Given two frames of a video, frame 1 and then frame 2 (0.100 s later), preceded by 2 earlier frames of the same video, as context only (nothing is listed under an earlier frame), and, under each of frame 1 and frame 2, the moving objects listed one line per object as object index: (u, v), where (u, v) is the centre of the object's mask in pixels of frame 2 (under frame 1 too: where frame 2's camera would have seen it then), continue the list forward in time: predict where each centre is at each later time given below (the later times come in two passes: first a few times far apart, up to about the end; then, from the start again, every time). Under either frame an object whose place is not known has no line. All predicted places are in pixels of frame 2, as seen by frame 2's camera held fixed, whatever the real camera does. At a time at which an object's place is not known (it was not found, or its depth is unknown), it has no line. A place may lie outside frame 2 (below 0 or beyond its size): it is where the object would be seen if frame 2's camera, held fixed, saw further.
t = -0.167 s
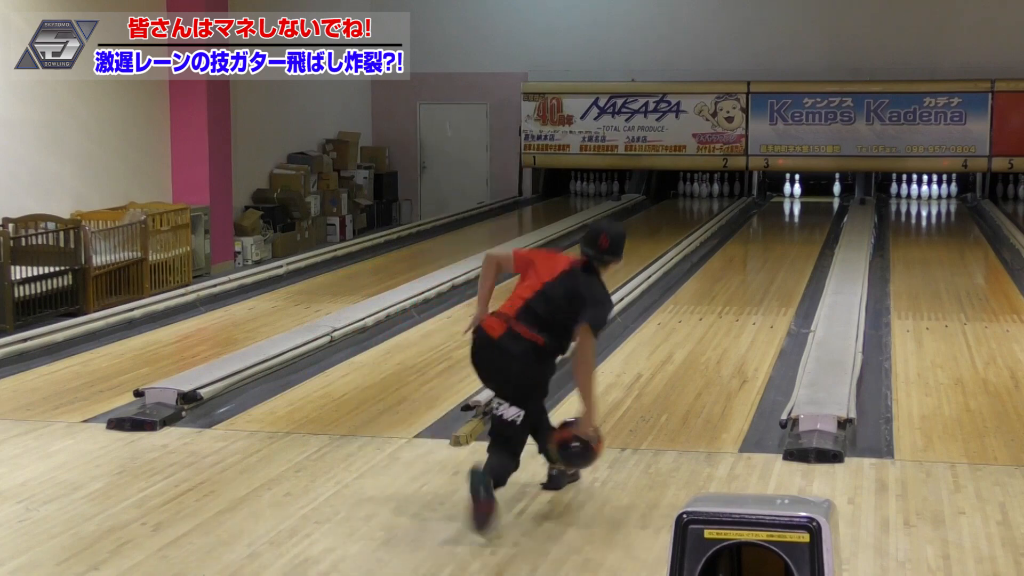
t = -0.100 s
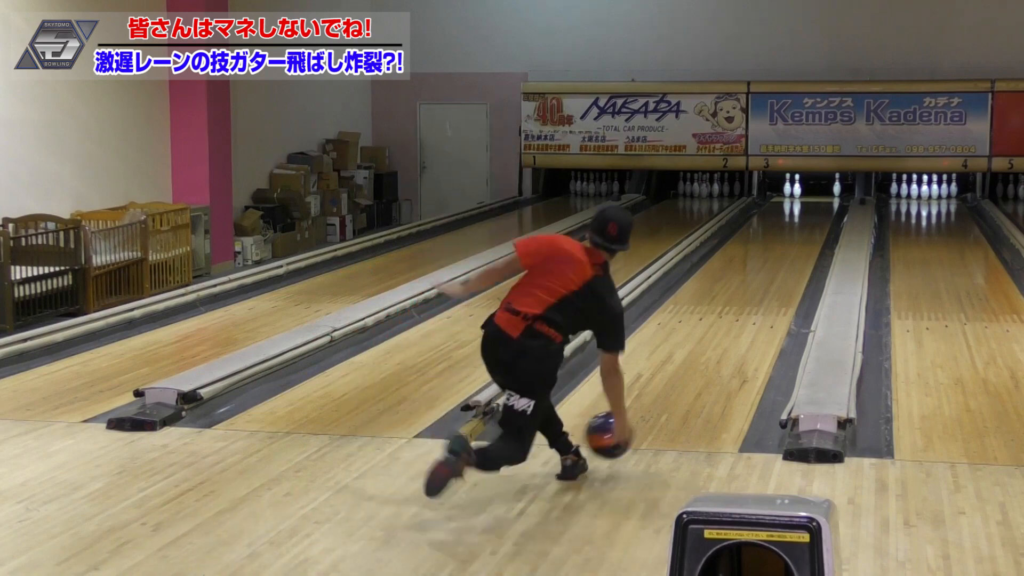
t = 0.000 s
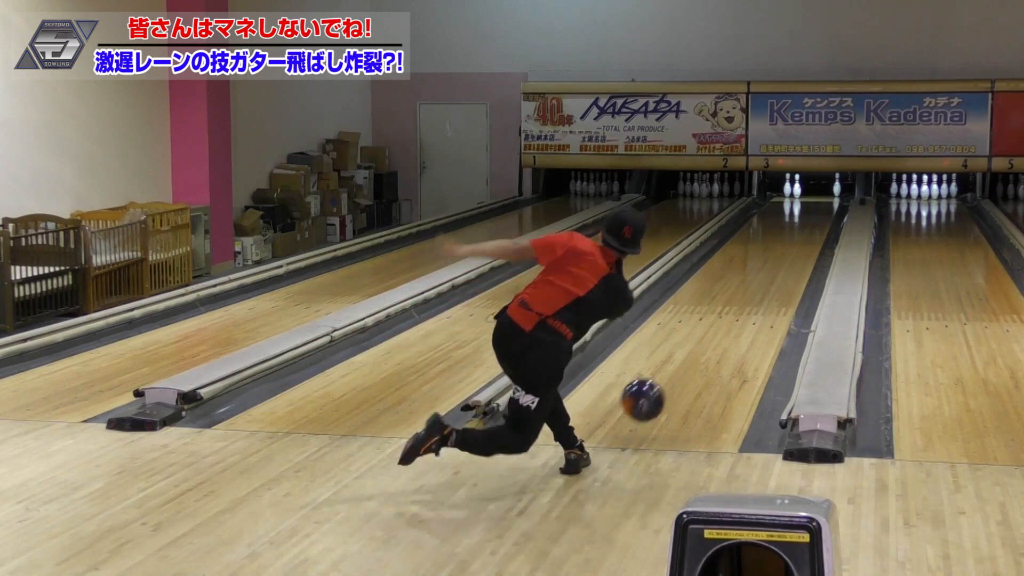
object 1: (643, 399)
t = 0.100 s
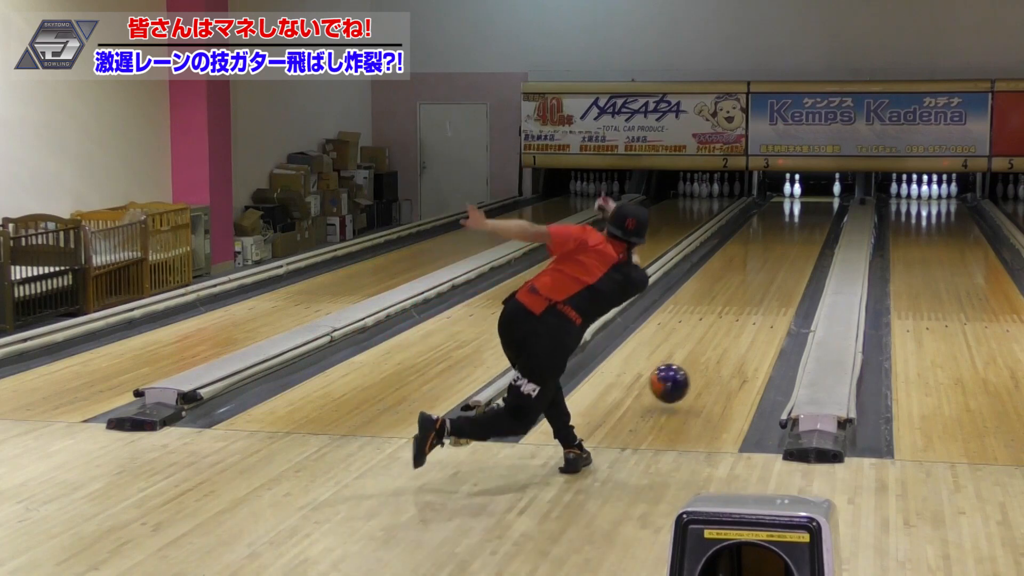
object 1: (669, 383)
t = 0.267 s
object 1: (703, 352)
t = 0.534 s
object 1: (740, 309)
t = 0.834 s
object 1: (765, 274)
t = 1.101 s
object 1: (779, 252)
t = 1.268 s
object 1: (785, 241)
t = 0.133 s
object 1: (677, 382)
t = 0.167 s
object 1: (684, 373)
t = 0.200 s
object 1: (691, 366)
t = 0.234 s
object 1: (698, 359)
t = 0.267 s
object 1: (703, 352)
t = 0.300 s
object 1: (709, 346)
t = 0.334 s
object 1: (714, 340)
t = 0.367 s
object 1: (719, 334)
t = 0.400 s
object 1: (724, 328)
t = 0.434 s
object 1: (728, 323)
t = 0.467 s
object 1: (733, 318)
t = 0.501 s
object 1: (736, 313)
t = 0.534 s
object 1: (740, 309)
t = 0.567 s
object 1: (744, 304)
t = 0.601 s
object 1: (747, 300)
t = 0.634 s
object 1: (750, 296)
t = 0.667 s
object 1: (753, 292)
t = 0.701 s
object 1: (756, 288)
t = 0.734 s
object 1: (759, 285)
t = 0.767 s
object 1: (761, 281)
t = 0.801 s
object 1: (763, 278)
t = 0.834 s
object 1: (765, 274)
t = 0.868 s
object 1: (768, 271)
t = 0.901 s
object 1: (769, 269)
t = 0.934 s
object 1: (771, 265)
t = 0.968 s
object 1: (773, 263)
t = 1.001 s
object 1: (775, 260)
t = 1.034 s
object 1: (776, 257)
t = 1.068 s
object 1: (778, 255)
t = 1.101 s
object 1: (779, 252)
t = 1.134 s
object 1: (781, 250)
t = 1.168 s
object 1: (781, 248)
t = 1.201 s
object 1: (782, 245)
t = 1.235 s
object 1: (783, 243)
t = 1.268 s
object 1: (785, 241)
